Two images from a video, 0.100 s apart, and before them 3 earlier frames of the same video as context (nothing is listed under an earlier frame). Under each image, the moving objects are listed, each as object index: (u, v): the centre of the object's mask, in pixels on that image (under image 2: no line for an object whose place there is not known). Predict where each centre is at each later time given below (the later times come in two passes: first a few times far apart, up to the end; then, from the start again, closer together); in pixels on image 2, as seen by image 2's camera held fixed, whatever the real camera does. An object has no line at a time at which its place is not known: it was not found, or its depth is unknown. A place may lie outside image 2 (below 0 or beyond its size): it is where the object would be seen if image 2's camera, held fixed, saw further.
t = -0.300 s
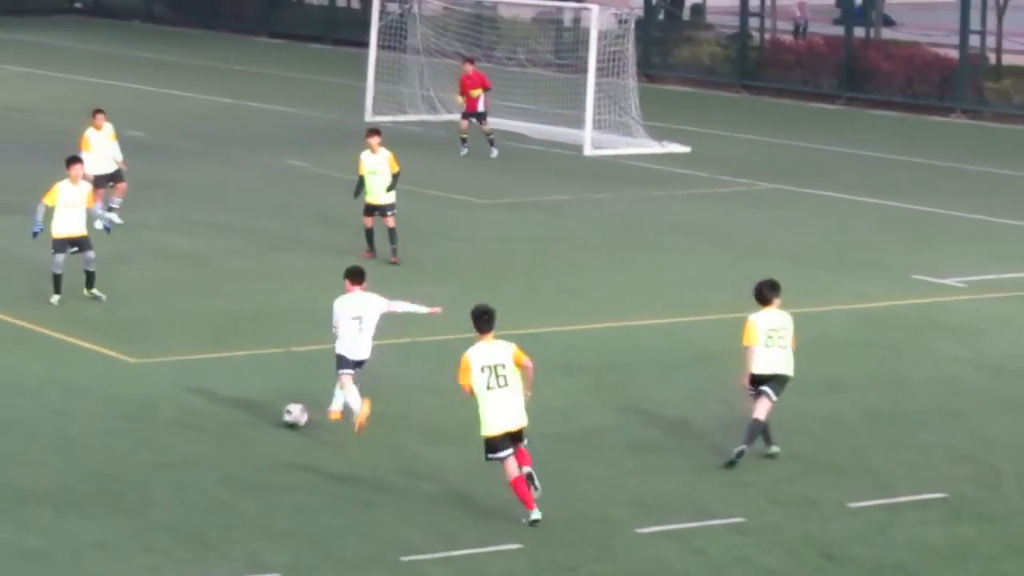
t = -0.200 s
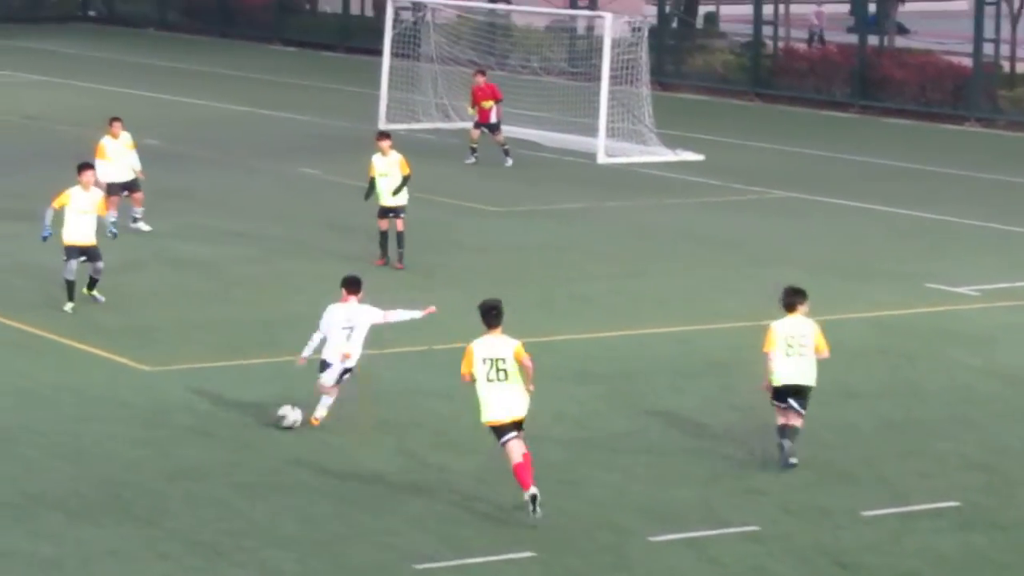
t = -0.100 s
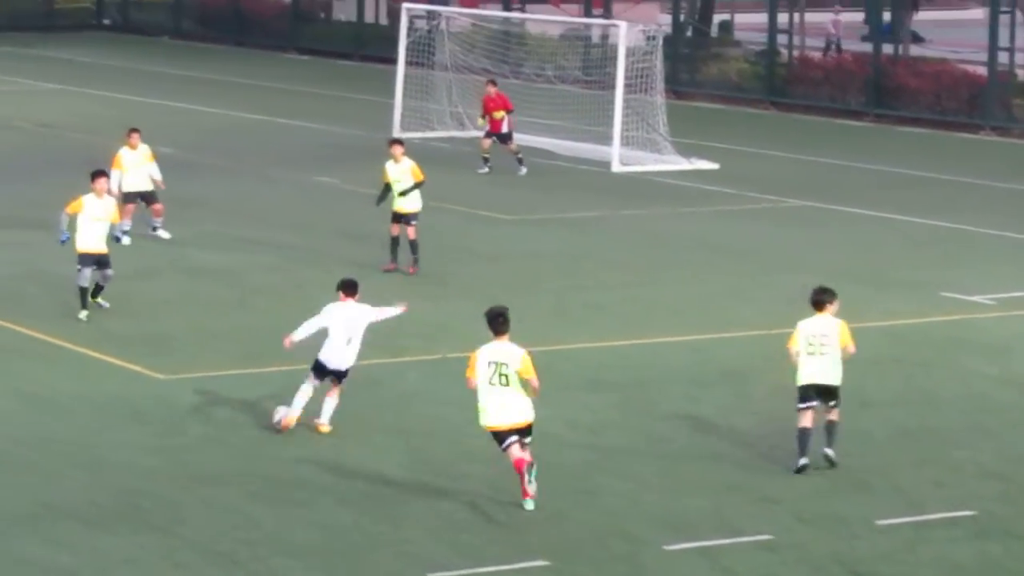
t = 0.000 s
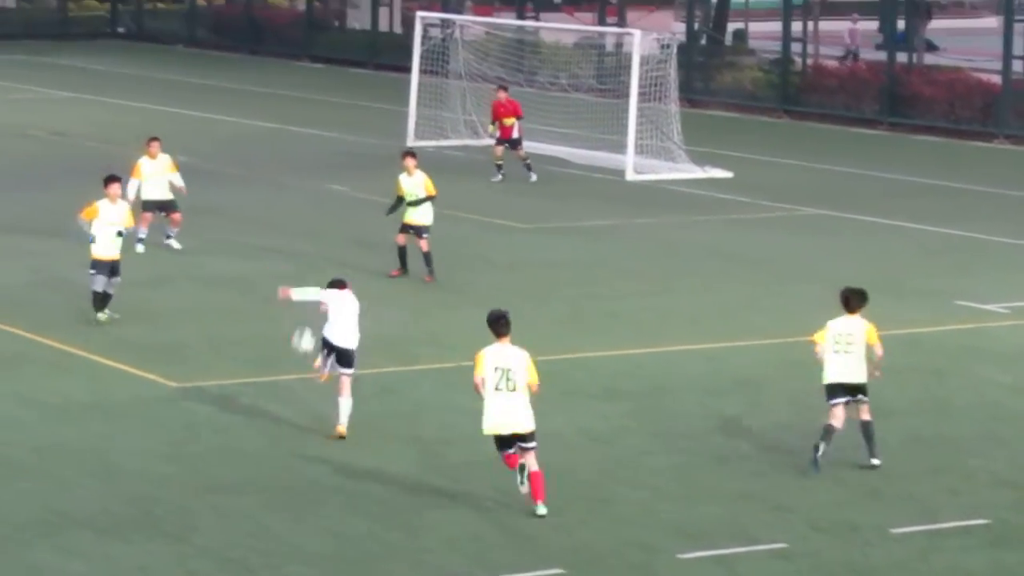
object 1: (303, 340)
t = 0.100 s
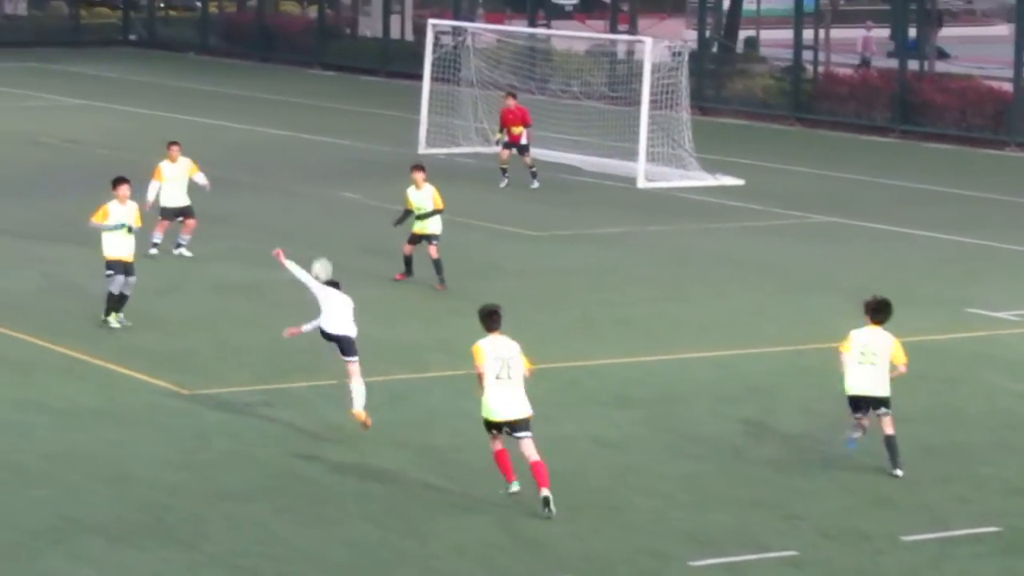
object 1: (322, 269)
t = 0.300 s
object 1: (328, 155)
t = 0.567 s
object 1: (328, 64)
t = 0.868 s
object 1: (323, 19)
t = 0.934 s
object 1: (321, 15)
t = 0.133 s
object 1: (322, 248)
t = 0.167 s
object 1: (324, 226)
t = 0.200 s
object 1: (325, 207)
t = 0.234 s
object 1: (327, 189)
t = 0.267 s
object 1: (328, 171)
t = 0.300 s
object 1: (328, 155)
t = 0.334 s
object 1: (329, 140)
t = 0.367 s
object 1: (329, 126)
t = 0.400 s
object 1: (329, 114)
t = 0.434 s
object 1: (329, 101)
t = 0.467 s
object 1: (329, 91)
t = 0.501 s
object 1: (329, 81)
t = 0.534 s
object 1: (328, 72)
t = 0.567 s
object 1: (328, 64)
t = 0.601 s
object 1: (328, 56)
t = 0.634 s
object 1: (327, 50)
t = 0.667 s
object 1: (327, 44)
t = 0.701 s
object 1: (326, 38)
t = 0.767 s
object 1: (325, 29)
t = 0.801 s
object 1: (324, 25)
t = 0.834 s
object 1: (324, 22)
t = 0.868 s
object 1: (323, 19)
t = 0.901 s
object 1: (322, 16)
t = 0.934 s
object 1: (321, 15)
